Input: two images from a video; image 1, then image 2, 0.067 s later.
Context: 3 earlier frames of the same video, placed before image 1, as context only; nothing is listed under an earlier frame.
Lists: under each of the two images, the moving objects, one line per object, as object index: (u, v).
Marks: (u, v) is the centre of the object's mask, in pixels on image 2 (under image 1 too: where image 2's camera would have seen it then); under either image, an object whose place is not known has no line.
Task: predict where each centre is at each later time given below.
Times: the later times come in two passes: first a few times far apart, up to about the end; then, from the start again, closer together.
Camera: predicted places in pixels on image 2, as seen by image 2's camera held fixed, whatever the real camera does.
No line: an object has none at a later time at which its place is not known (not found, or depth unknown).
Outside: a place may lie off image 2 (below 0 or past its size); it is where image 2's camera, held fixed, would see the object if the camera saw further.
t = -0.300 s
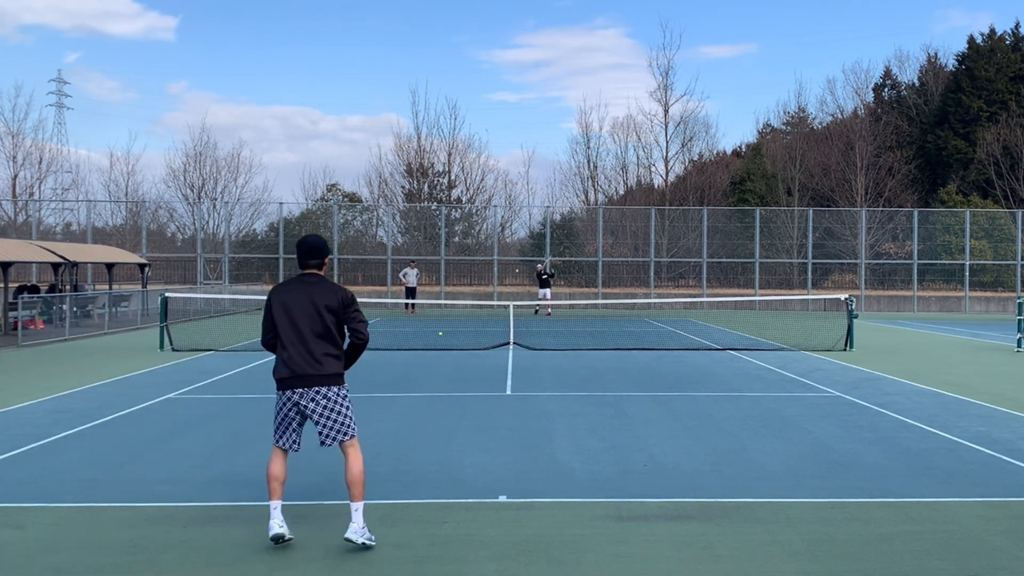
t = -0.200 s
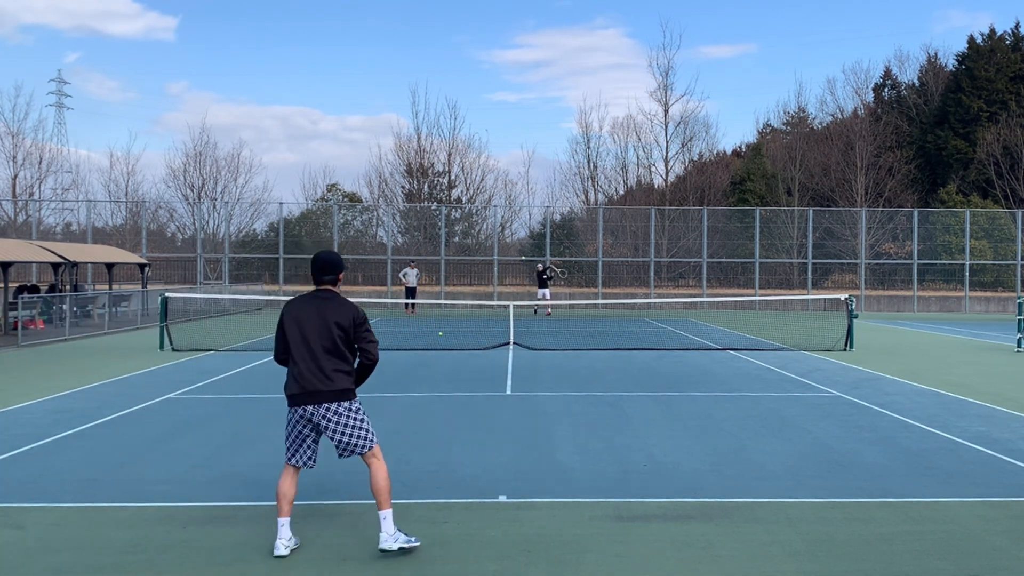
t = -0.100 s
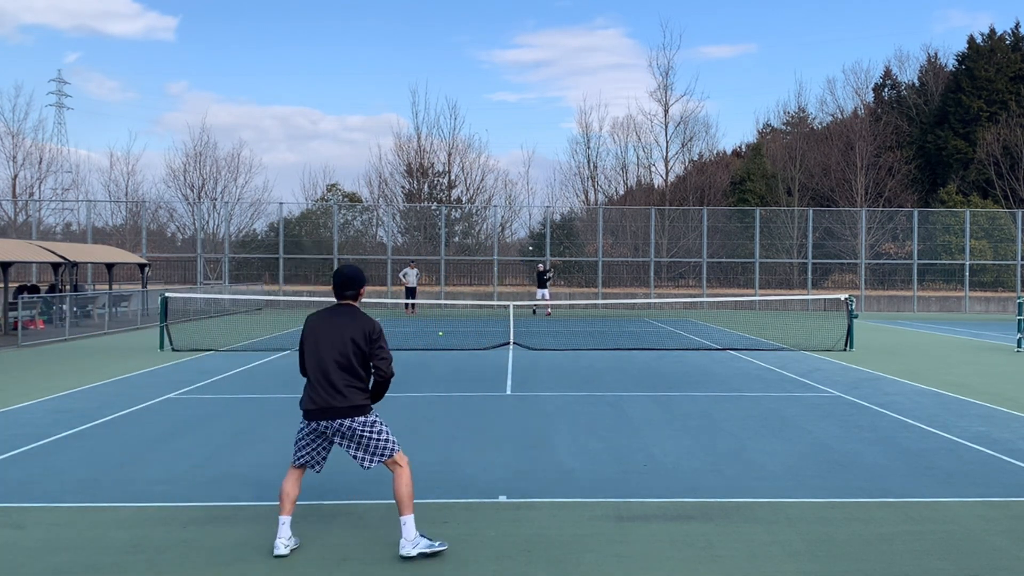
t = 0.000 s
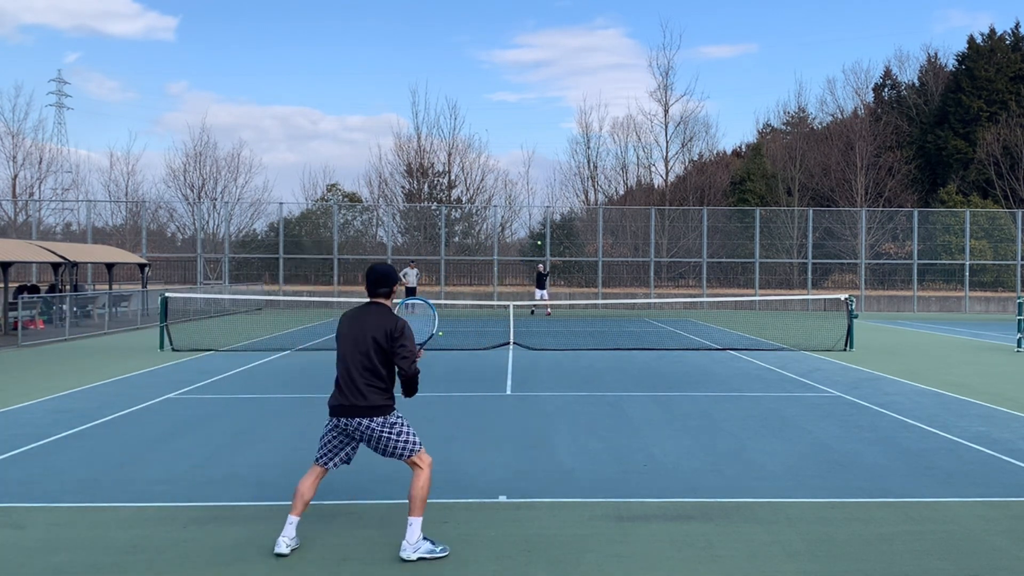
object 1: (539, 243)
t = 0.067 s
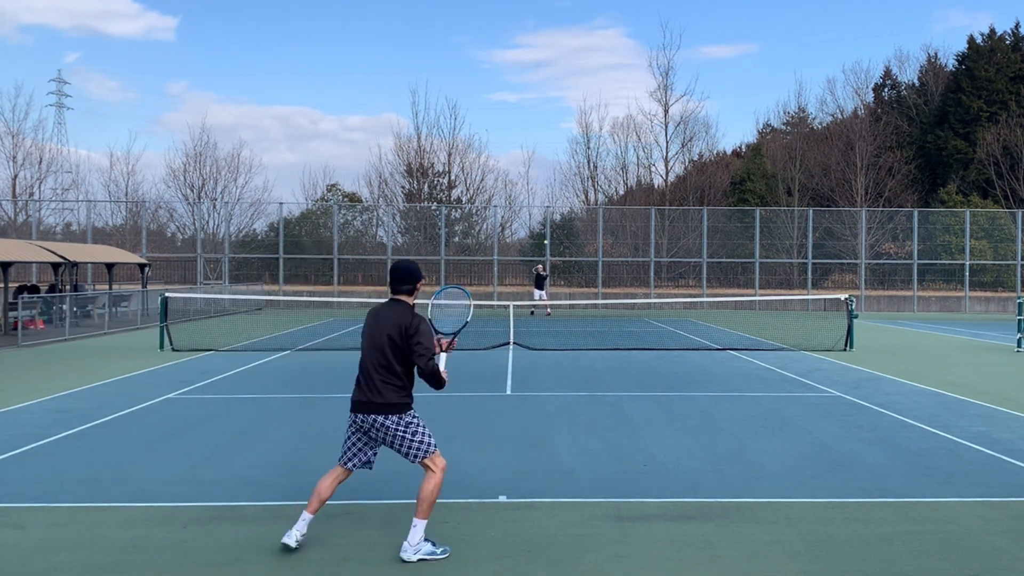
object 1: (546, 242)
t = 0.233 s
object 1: (566, 254)
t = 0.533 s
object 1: (629, 357)
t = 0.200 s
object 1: (562, 250)
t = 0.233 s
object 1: (566, 254)
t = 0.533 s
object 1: (629, 357)
